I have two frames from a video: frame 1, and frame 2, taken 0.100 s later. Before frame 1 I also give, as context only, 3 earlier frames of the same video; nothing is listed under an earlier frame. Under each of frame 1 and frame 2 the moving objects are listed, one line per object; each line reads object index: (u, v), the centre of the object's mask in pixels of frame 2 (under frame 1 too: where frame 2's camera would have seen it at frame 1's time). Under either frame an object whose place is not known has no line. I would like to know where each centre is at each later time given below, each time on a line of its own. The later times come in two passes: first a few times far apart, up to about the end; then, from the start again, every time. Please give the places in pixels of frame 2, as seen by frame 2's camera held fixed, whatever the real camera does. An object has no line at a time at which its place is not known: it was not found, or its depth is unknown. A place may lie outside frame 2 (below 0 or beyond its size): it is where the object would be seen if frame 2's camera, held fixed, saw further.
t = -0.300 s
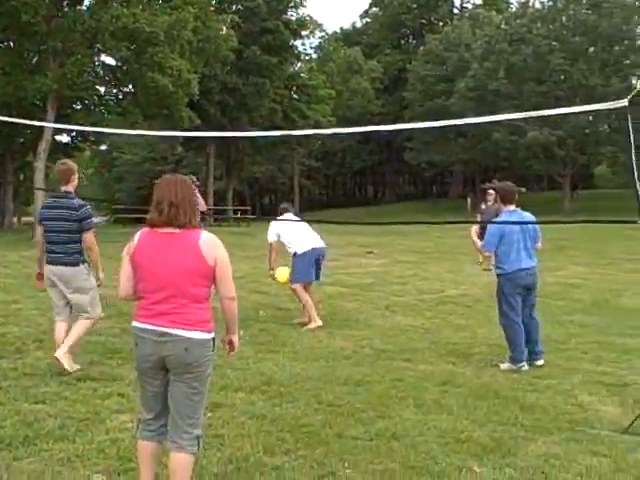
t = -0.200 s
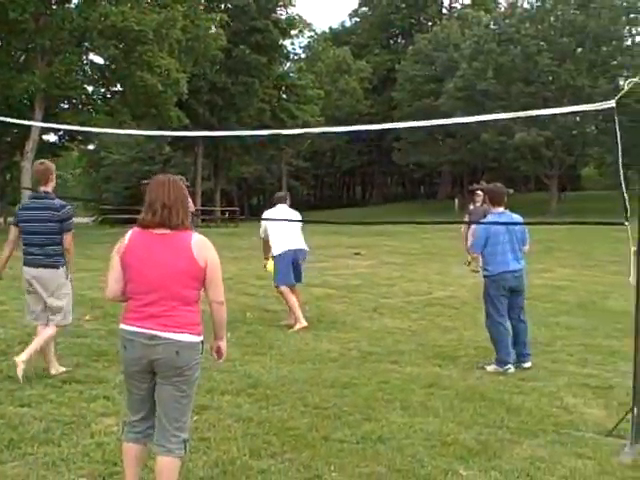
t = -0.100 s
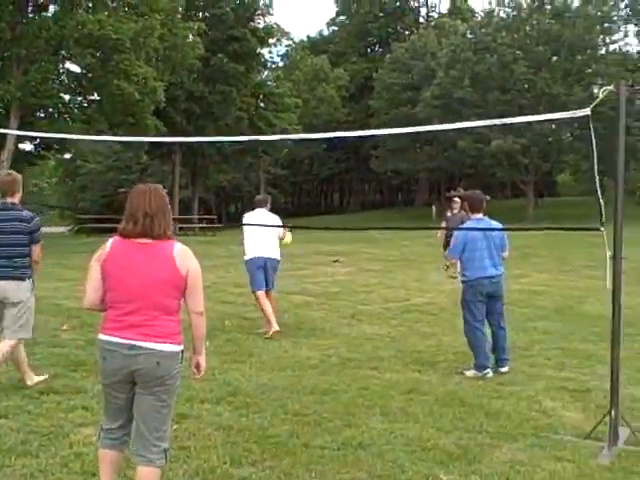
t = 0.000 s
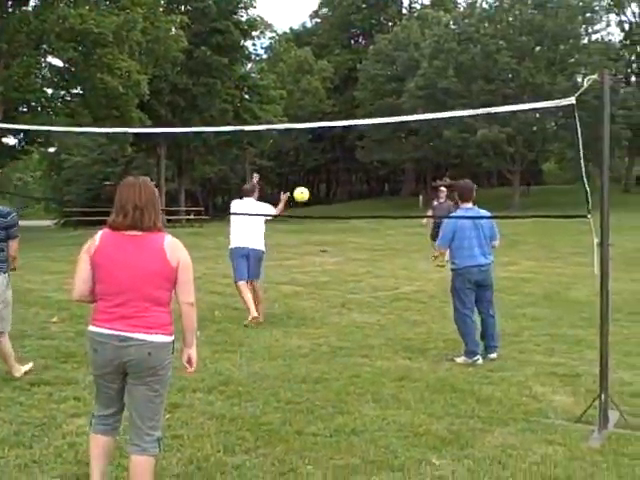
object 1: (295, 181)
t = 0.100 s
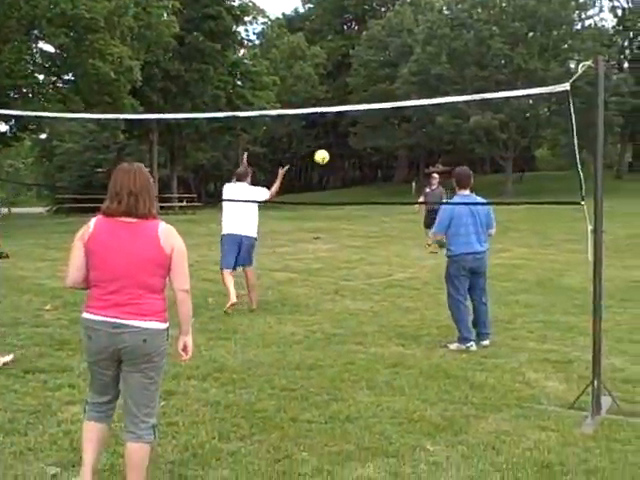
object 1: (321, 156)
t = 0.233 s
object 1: (352, 136)
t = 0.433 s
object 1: (390, 129)
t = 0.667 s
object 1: (426, 147)
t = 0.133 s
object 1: (330, 150)
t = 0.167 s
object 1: (337, 145)
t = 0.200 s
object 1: (345, 140)
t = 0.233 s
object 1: (352, 136)
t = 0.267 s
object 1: (359, 133)
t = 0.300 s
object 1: (366, 131)
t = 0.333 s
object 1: (373, 130)
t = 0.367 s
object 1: (379, 129)
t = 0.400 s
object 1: (385, 128)
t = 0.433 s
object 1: (390, 129)
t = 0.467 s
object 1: (396, 130)
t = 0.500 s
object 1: (401, 131)
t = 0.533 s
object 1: (406, 133)
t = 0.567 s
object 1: (411, 136)
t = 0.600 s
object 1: (416, 139)
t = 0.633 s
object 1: (422, 144)
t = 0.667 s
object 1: (426, 147)
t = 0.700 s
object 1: (430, 152)
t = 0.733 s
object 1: (434, 156)
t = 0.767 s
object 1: (437, 162)
